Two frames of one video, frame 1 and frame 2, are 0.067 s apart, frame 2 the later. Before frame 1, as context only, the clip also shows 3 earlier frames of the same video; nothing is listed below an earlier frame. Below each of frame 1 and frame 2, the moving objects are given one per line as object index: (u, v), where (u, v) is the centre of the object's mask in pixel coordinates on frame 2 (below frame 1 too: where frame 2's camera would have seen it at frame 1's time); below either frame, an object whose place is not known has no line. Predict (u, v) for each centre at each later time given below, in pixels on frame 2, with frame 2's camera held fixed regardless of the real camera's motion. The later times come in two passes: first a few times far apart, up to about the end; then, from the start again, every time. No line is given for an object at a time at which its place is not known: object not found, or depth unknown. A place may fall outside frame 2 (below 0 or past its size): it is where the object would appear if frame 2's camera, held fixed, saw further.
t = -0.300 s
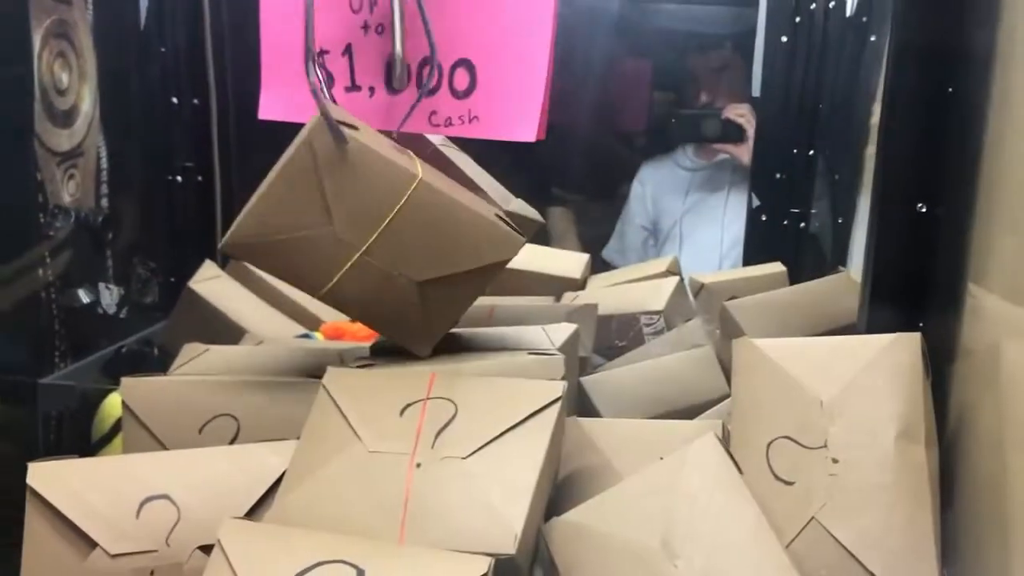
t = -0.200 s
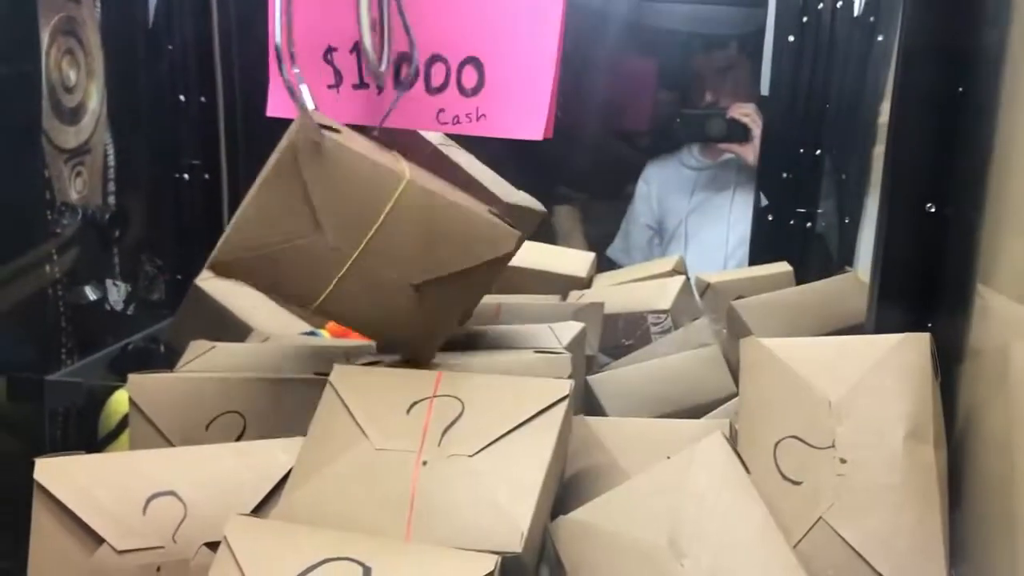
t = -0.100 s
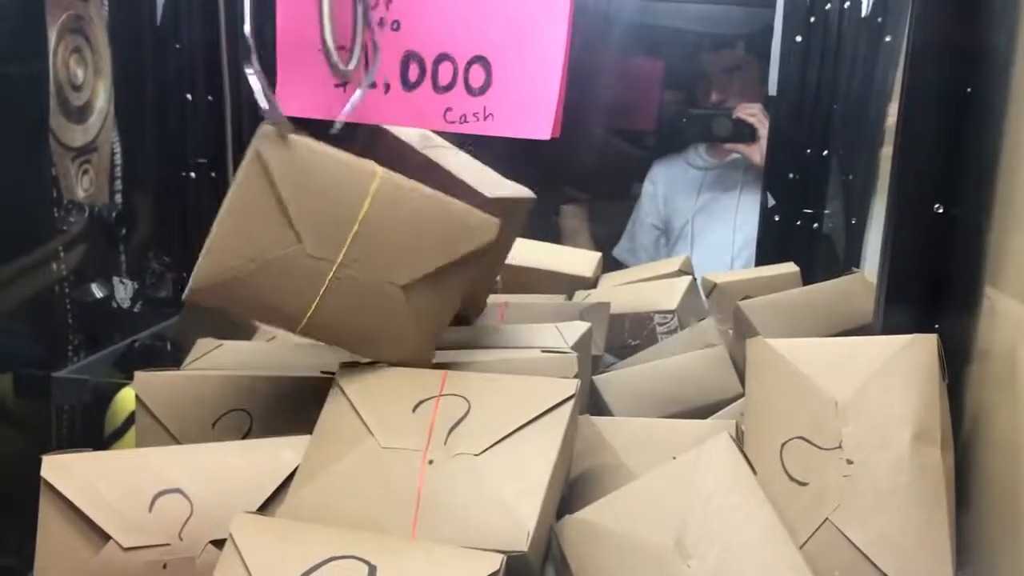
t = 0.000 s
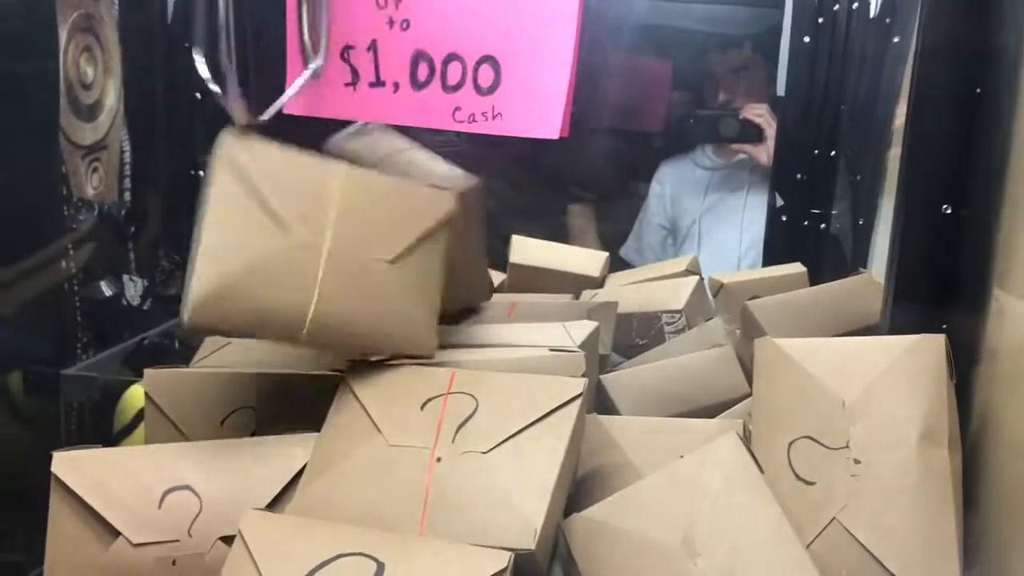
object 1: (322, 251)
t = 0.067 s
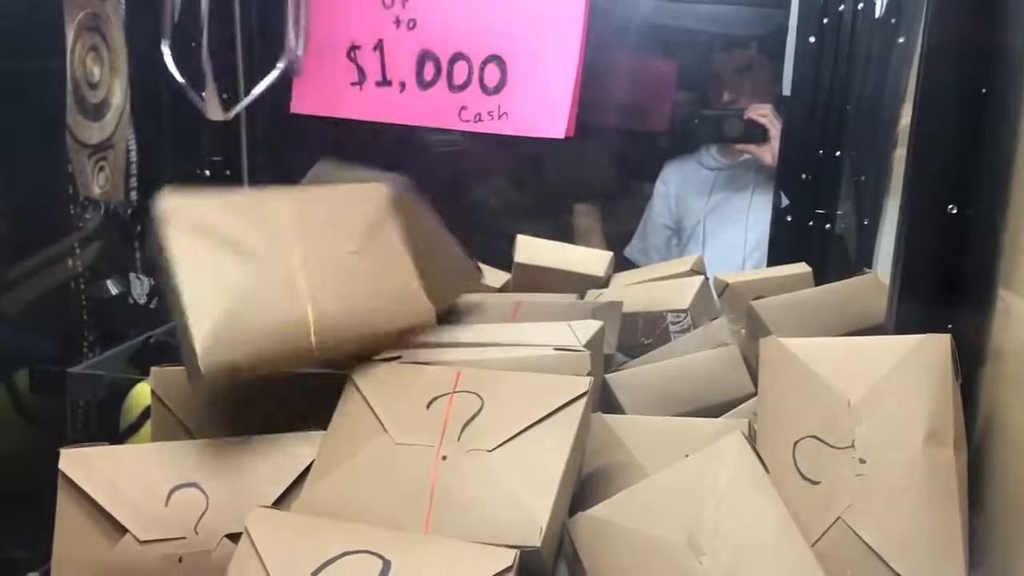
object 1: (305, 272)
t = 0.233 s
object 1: (192, 364)
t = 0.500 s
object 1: (123, 375)
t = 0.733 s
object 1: (116, 377)
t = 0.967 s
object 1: (116, 377)
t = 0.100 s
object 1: (282, 292)
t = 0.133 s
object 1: (264, 319)
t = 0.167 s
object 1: (226, 358)
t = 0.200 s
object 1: (209, 363)
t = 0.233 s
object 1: (192, 364)
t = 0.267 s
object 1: (176, 367)
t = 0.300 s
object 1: (163, 369)
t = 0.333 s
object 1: (153, 370)
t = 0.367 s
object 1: (145, 371)
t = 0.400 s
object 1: (137, 372)
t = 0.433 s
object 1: (132, 373)
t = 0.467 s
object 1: (126, 374)
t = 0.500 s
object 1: (123, 375)
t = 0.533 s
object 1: (120, 376)
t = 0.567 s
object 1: (118, 377)
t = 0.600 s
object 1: (116, 377)
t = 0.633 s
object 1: (116, 377)
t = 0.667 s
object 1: (116, 377)
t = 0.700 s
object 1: (116, 377)
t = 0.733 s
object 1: (116, 377)
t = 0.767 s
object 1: (116, 377)
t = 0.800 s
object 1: (116, 377)
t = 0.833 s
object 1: (116, 377)
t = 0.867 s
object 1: (116, 377)
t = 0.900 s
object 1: (116, 377)
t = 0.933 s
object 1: (116, 377)
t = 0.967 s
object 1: (116, 377)
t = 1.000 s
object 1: (116, 377)
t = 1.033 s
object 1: (116, 377)
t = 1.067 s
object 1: (116, 377)
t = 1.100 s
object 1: (116, 377)
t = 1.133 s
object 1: (117, 377)
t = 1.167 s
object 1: (117, 377)
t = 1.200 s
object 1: (117, 377)
